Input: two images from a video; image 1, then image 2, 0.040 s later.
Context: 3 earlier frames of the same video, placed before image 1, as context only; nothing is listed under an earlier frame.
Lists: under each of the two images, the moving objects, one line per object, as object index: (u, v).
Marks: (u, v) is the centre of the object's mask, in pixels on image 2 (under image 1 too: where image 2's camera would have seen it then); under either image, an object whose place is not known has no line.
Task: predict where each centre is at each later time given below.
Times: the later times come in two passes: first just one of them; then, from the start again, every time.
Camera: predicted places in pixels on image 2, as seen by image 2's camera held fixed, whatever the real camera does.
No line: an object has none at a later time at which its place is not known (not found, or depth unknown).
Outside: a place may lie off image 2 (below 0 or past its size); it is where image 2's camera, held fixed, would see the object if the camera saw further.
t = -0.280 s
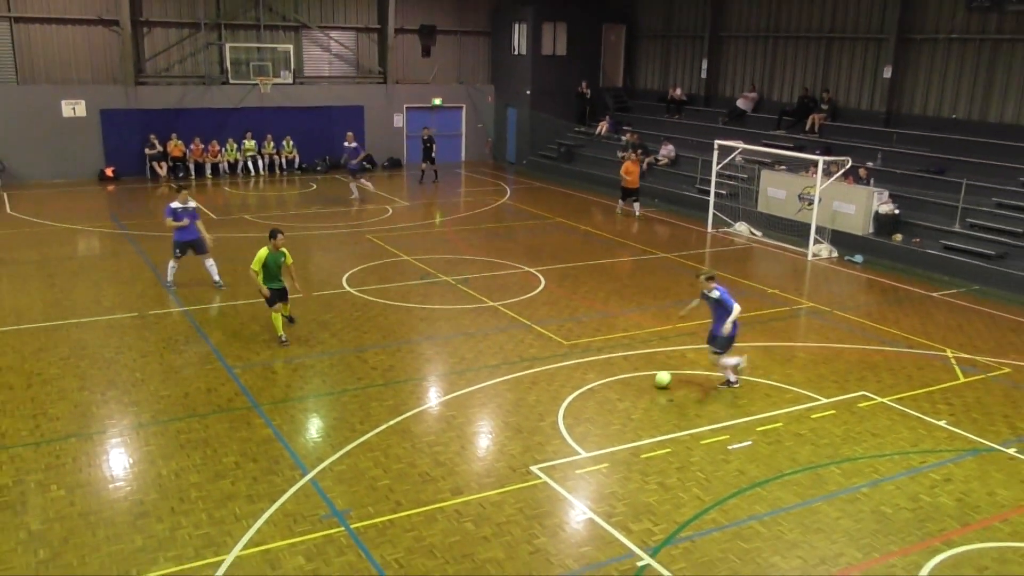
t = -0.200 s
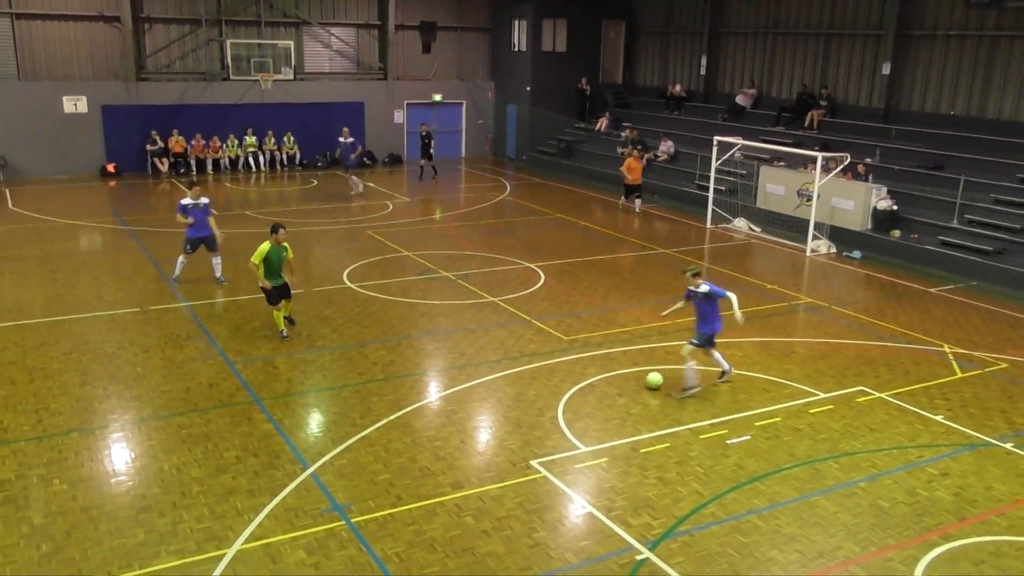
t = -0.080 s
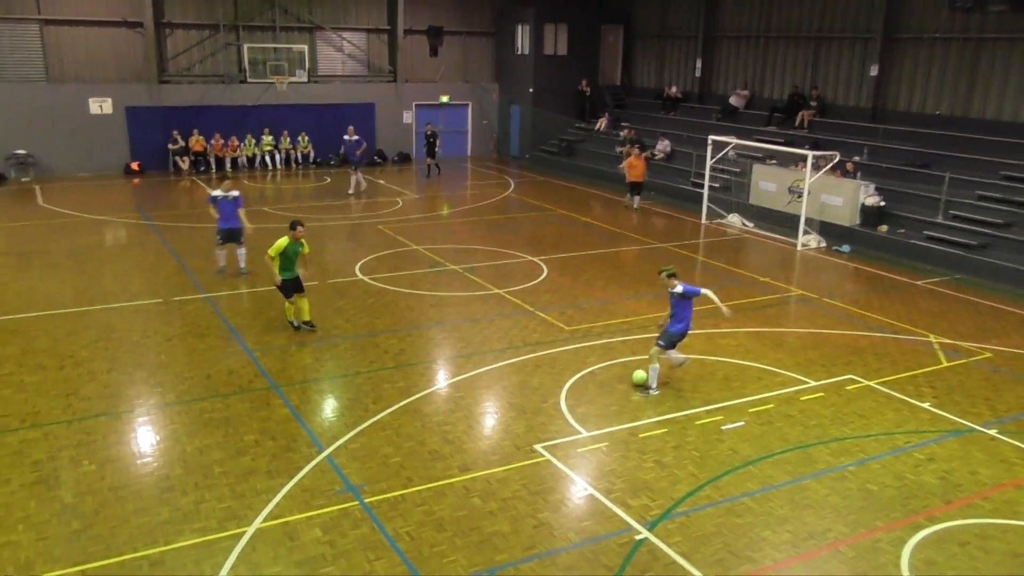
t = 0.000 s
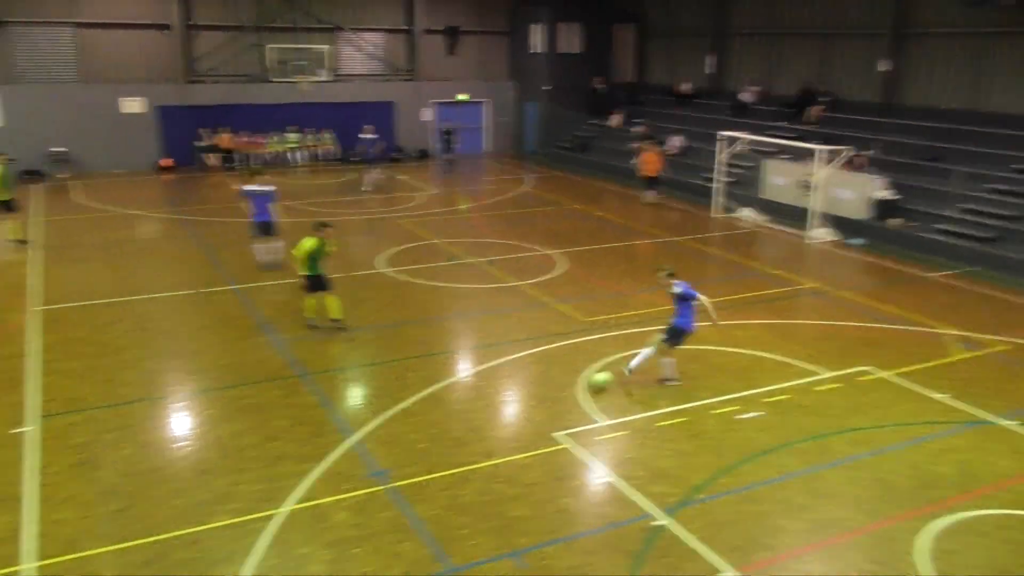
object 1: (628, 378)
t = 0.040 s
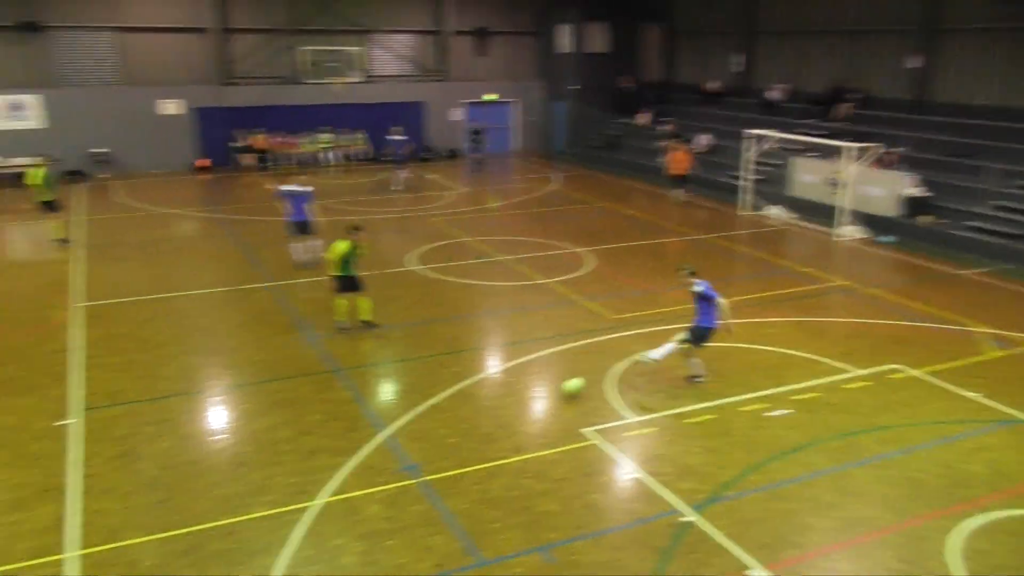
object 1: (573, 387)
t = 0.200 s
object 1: (317, 440)
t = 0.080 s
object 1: (514, 398)
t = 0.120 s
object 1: (449, 415)
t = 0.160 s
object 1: (383, 429)
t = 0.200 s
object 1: (317, 440)
